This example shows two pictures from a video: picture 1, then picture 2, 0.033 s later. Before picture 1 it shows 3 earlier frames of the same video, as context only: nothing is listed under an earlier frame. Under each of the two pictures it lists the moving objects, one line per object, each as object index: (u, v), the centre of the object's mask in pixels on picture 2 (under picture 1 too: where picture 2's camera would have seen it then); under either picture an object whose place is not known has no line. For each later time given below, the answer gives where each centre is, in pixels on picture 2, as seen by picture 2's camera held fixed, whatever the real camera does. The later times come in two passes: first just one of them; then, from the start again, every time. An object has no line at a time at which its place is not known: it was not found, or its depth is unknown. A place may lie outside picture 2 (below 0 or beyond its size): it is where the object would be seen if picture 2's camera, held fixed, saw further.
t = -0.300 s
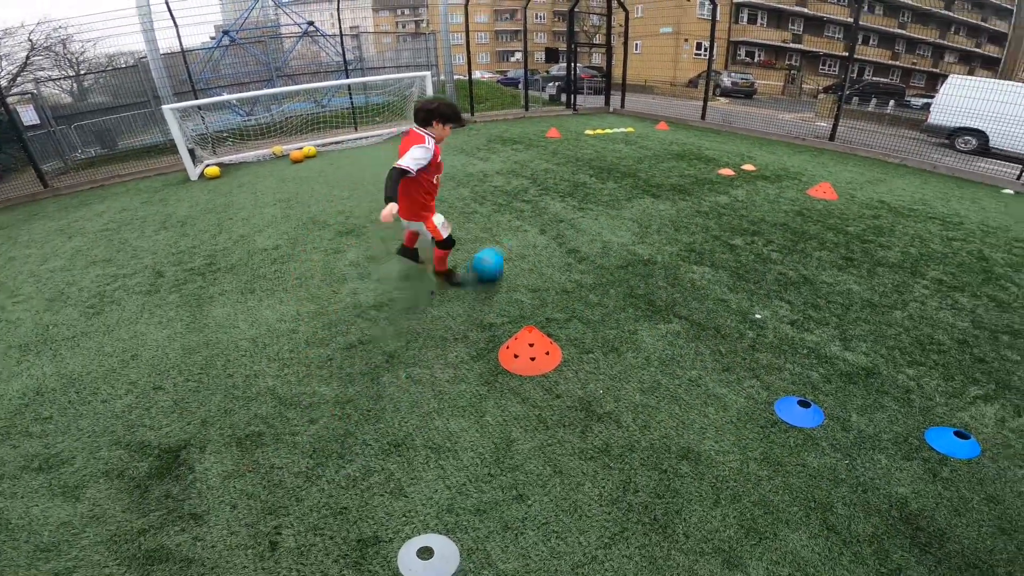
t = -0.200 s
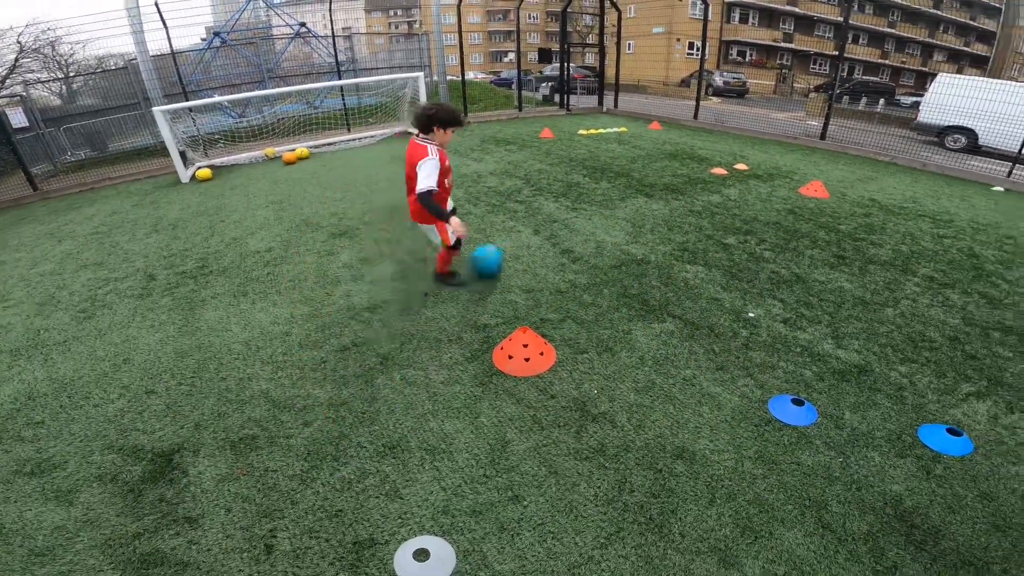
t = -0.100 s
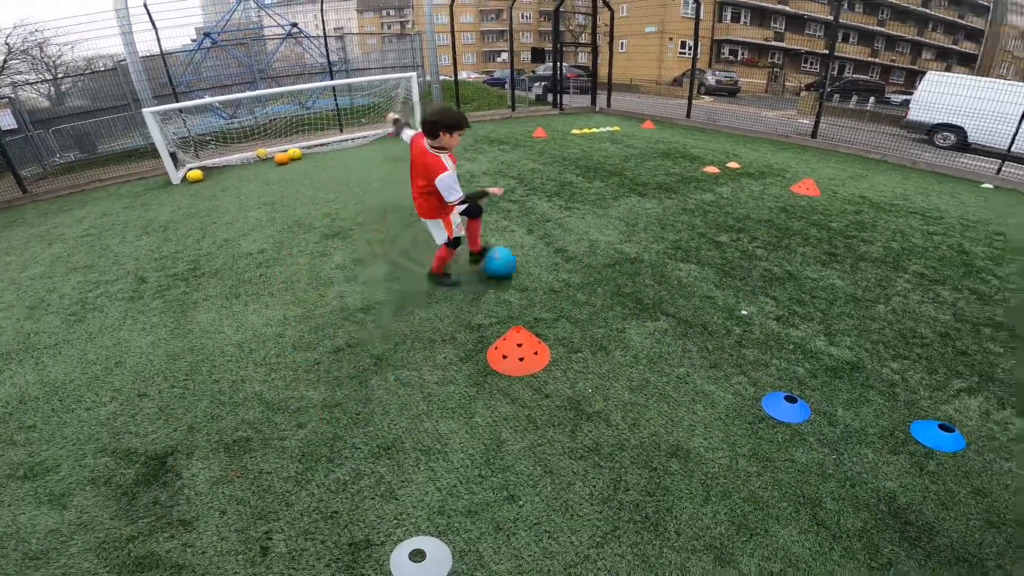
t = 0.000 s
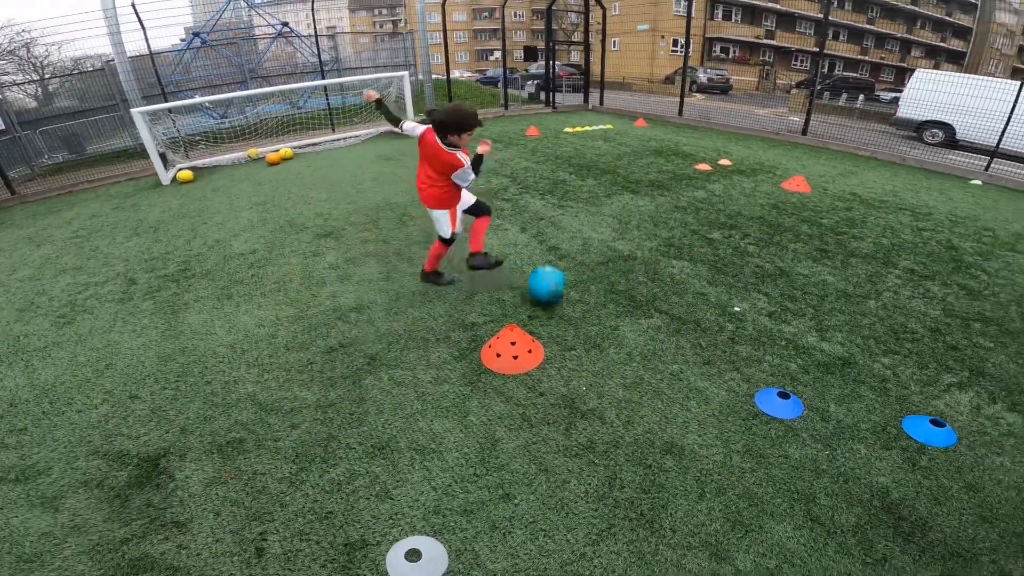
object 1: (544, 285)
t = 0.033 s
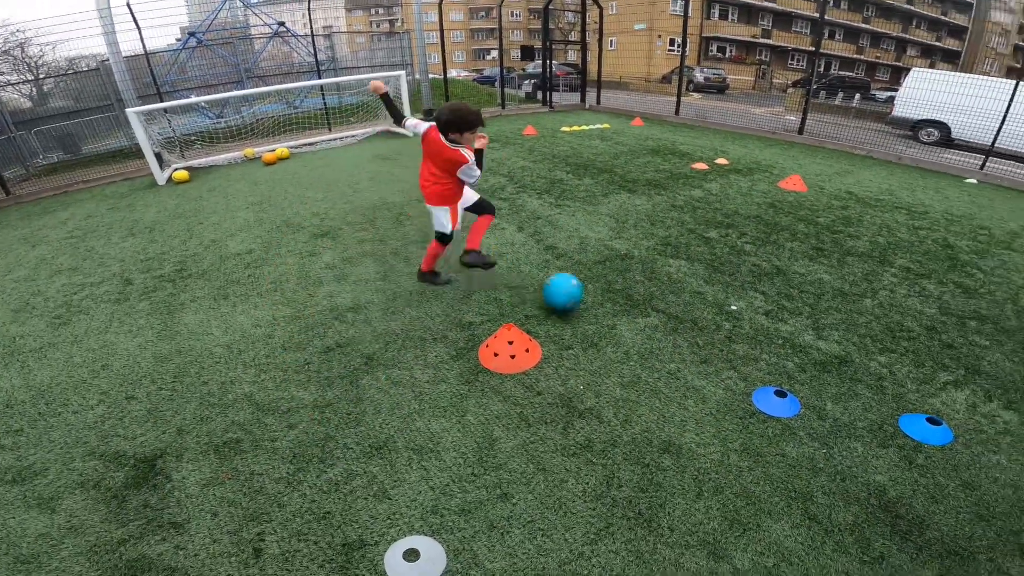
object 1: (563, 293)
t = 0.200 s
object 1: (664, 342)
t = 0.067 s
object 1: (583, 302)
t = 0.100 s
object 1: (603, 312)
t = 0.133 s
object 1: (623, 320)
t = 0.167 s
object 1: (644, 330)
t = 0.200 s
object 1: (664, 342)
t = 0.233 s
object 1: (686, 350)
